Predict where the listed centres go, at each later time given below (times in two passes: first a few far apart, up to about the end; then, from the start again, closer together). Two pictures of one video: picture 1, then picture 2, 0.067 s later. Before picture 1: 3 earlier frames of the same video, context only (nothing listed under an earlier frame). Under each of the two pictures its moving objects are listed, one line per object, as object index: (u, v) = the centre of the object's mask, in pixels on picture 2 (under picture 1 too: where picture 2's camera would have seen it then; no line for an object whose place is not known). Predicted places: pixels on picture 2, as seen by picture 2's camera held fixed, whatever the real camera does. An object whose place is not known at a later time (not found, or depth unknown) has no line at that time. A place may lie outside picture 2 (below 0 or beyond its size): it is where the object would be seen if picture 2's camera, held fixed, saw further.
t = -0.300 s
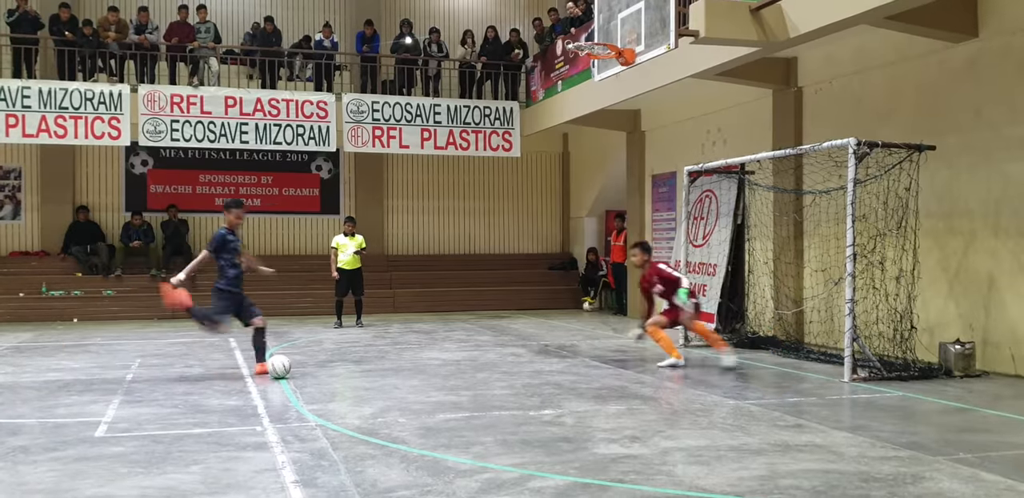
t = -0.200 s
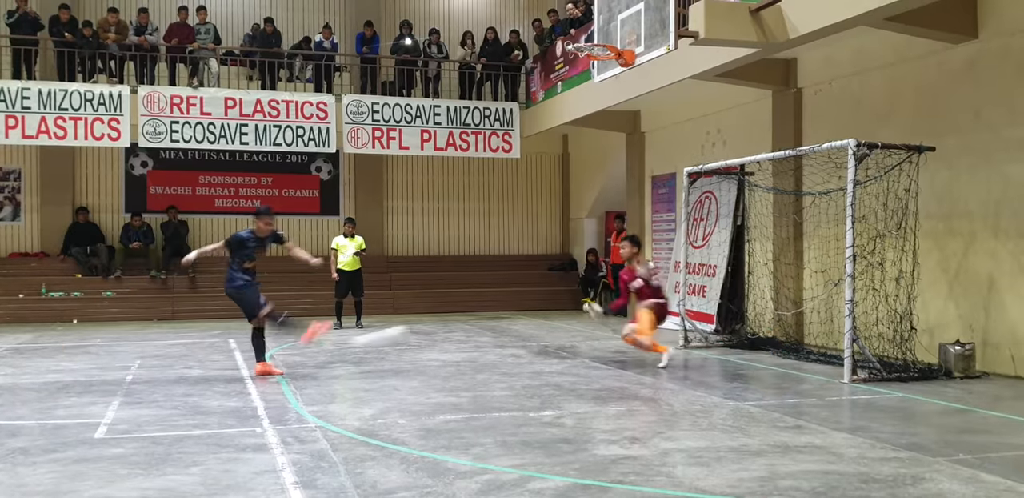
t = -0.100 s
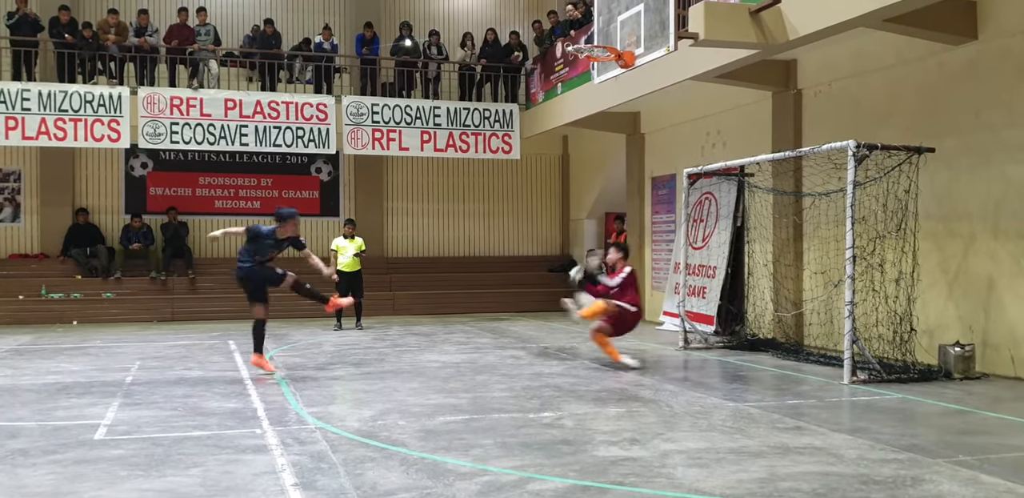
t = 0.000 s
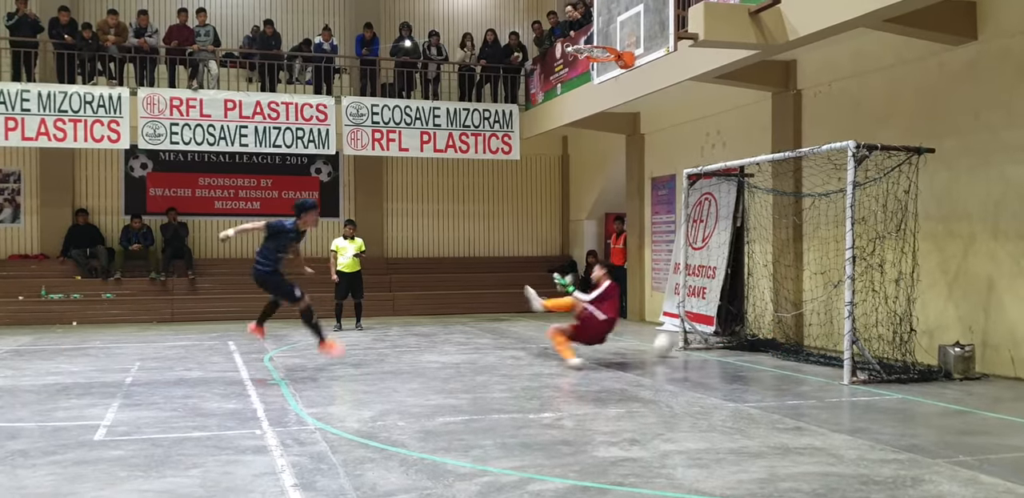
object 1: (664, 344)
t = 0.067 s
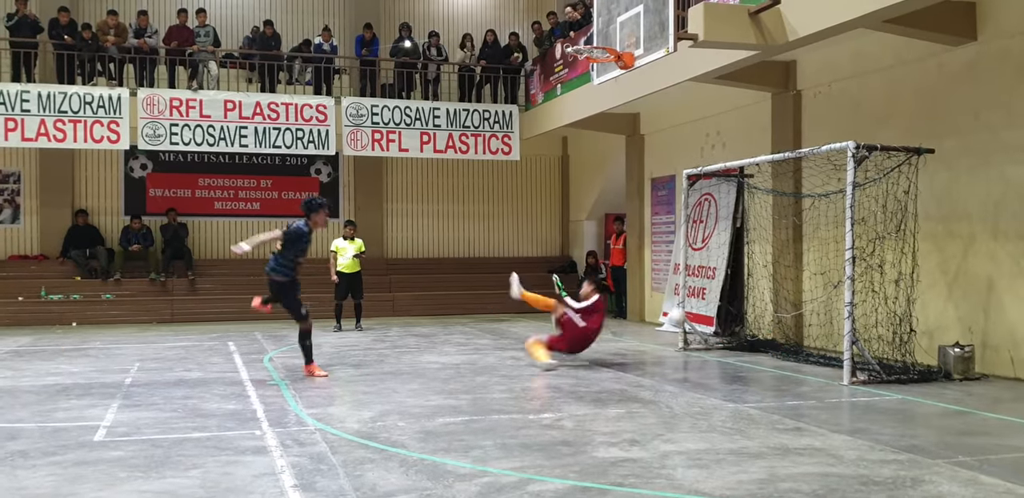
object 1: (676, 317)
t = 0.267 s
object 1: (714, 264)
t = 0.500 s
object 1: (730, 253)
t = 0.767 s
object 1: (740, 294)
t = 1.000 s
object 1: (749, 329)
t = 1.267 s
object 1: (763, 340)
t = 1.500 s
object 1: (768, 343)
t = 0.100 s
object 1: (683, 306)
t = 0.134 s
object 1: (688, 294)
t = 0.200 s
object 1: (702, 277)
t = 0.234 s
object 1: (707, 270)
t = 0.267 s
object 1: (714, 264)
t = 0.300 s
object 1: (718, 259)
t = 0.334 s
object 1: (722, 256)
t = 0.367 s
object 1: (725, 254)
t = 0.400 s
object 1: (726, 252)
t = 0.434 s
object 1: (728, 251)
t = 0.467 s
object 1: (729, 251)
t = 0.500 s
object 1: (730, 253)
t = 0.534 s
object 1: (732, 255)
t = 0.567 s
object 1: (733, 258)
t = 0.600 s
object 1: (734, 262)
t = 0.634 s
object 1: (736, 267)
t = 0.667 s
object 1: (736, 272)
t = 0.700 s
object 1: (737, 279)
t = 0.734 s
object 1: (738, 286)
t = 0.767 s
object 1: (740, 294)
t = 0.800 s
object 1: (741, 303)
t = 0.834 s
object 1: (742, 313)
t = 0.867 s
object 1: (744, 323)
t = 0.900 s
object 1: (745, 333)
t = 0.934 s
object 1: (746, 332)
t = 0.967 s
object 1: (748, 330)
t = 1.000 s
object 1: (749, 329)
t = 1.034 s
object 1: (751, 329)
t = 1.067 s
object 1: (749, 330)
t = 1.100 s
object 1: (757, 331)
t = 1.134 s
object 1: (758, 331)
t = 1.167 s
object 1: (761, 333)
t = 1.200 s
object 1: (762, 339)
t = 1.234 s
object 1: (762, 341)
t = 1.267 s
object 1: (763, 340)
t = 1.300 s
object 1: (763, 341)
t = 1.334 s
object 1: (765, 342)
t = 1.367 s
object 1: (766, 343)
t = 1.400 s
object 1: (767, 344)
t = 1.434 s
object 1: (768, 344)
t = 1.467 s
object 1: (768, 343)
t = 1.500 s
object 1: (768, 343)
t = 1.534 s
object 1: (768, 344)
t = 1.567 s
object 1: (768, 344)
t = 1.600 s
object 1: (767, 344)
